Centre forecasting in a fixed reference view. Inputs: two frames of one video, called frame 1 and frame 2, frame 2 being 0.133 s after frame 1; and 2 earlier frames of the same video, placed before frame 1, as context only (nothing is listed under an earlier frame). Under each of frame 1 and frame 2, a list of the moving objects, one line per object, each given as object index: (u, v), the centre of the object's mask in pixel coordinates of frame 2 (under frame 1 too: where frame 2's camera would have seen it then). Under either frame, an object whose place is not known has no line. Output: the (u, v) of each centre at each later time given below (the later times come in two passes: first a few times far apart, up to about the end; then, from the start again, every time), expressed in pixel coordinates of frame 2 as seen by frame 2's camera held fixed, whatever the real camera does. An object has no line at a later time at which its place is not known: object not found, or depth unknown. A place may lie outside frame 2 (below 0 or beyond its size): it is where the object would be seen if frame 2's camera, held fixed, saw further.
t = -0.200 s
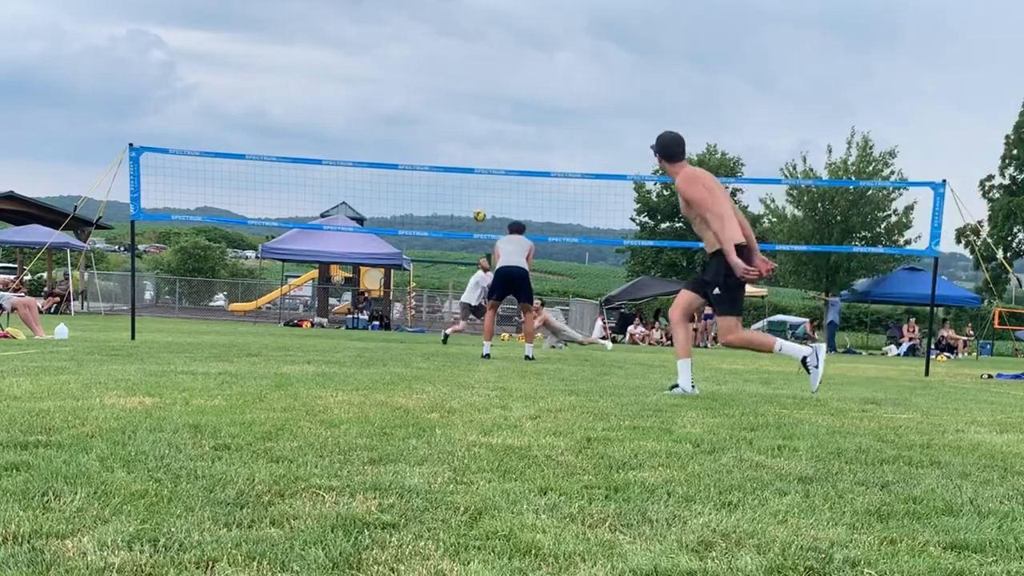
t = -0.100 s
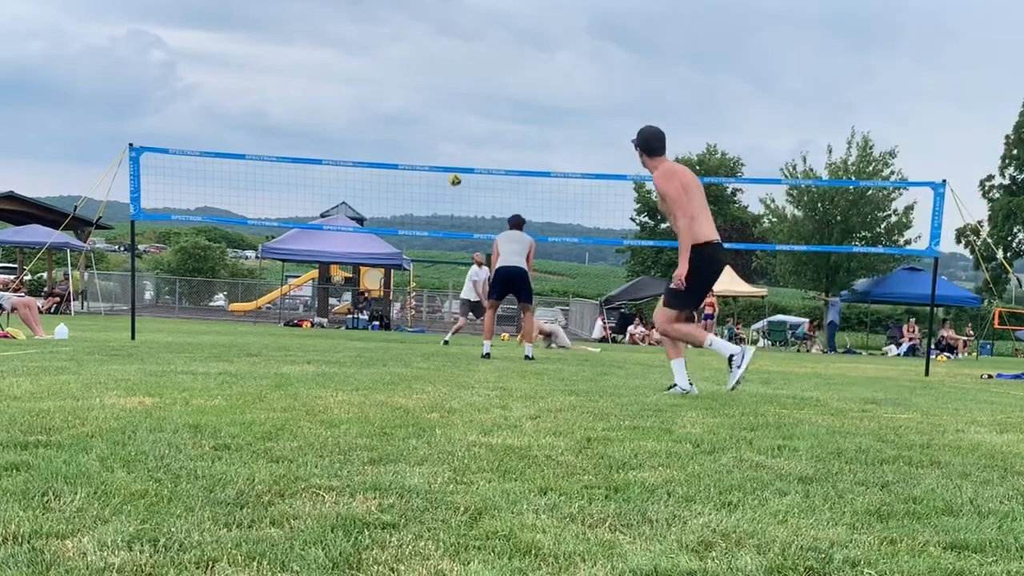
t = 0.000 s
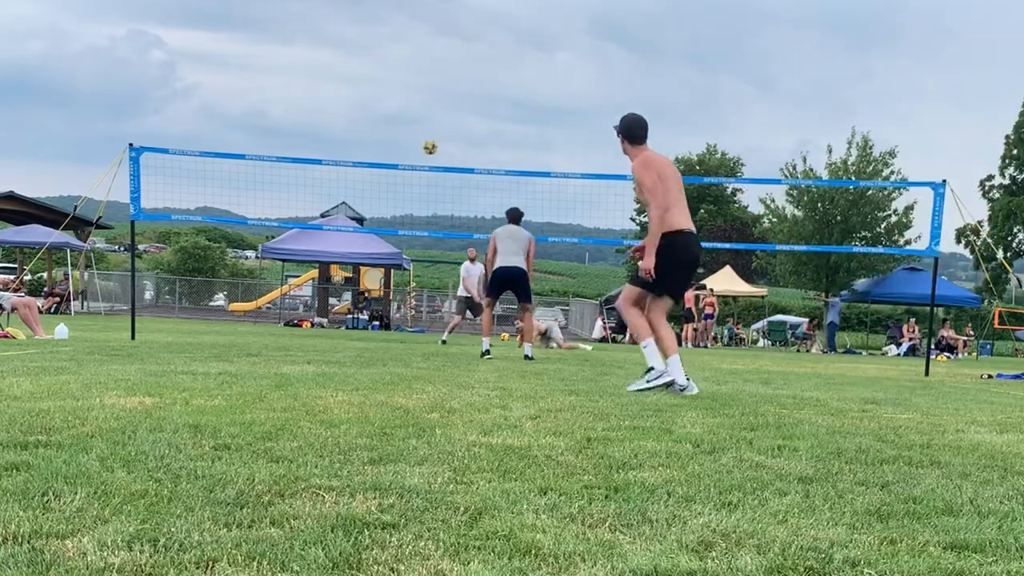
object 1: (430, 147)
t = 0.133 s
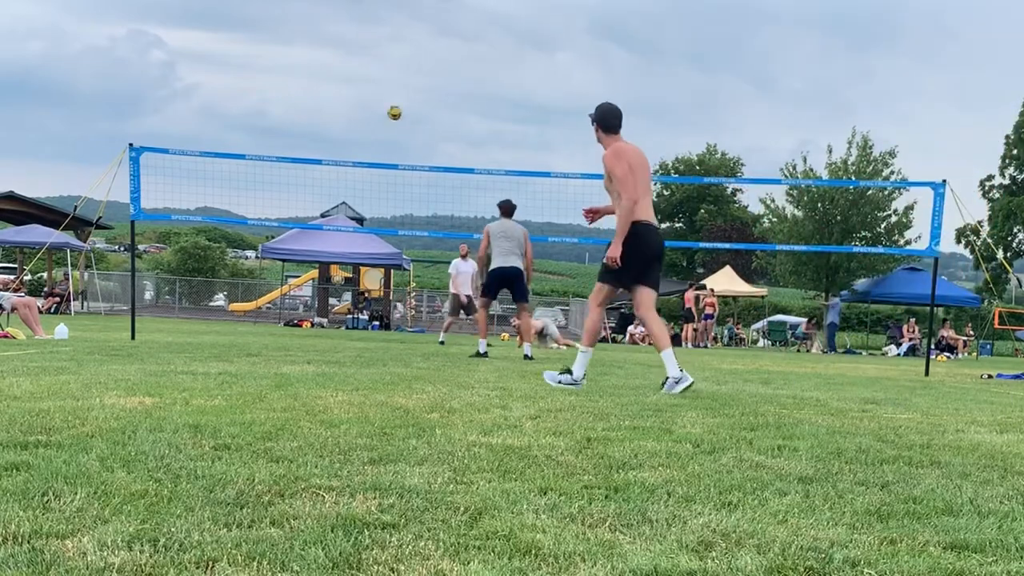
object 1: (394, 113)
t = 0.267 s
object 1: (355, 88)
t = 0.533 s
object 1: (270, 72)
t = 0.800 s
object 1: (172, 109)
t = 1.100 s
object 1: (49, 221)
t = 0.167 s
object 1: (385, 105)
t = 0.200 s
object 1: (375, 99)
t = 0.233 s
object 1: (365, 93)
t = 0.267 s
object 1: (355, 88)
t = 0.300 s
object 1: (345, 83)
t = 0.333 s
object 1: (335, 80)
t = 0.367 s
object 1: (325, 76)
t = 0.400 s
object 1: (314, 74)
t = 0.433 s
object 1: (303, 72)
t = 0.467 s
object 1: (293, 71)
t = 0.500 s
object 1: (281, 72)
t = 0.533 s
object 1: (270, 72)
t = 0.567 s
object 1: (258, 74)
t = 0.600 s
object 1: (247, 76)
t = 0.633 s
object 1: (235, 80)
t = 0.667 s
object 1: (222, 84)
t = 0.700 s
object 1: (210, 89)
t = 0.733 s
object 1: (198, 95)
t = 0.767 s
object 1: (185, 102)
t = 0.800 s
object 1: (172, 109)
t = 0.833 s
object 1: (159, 118)
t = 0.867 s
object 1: (146, 128)
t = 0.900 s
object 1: (133, 138)
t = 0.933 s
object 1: (119, 150)
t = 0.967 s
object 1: (106, 163)
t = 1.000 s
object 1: (92, 176)
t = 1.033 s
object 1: (78, 191)
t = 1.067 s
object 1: (64, 205)
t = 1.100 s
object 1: (49, 221)
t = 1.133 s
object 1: (34, 238)
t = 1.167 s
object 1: (20, 258)
